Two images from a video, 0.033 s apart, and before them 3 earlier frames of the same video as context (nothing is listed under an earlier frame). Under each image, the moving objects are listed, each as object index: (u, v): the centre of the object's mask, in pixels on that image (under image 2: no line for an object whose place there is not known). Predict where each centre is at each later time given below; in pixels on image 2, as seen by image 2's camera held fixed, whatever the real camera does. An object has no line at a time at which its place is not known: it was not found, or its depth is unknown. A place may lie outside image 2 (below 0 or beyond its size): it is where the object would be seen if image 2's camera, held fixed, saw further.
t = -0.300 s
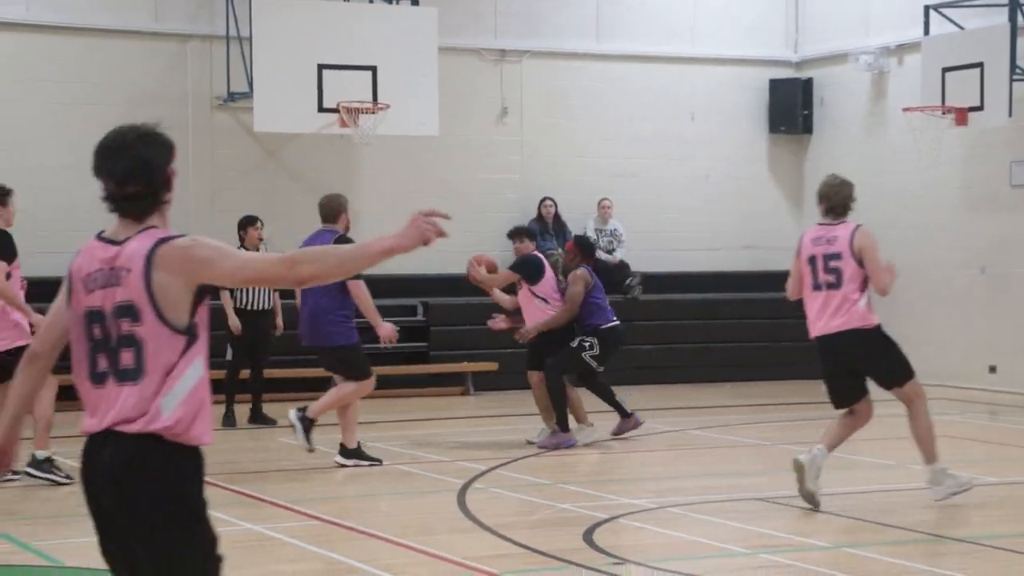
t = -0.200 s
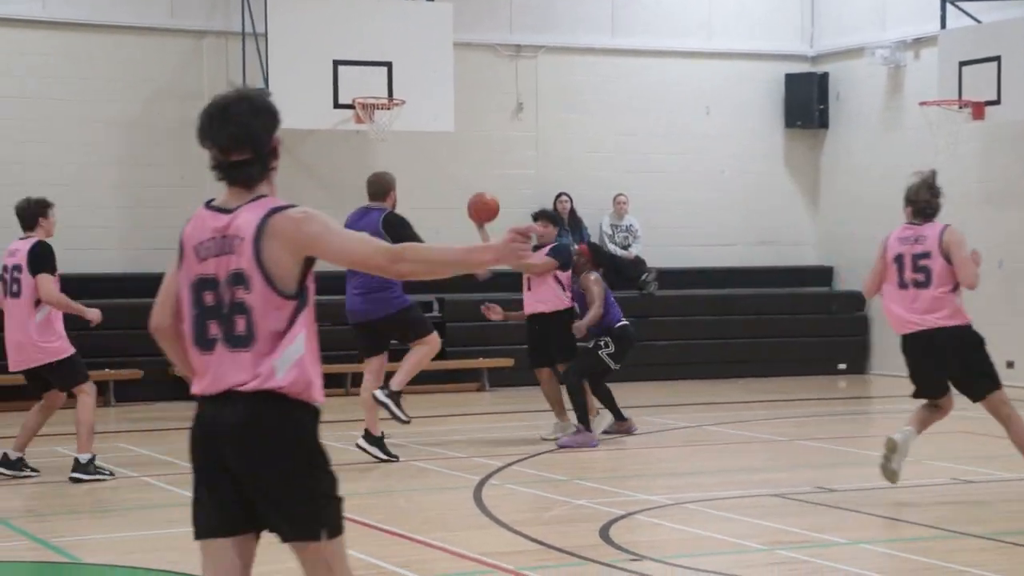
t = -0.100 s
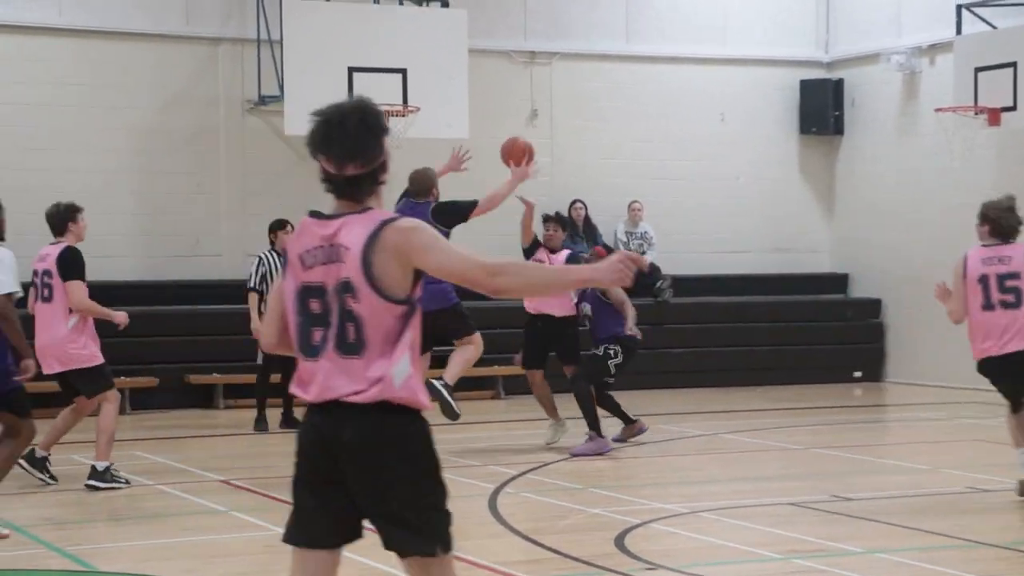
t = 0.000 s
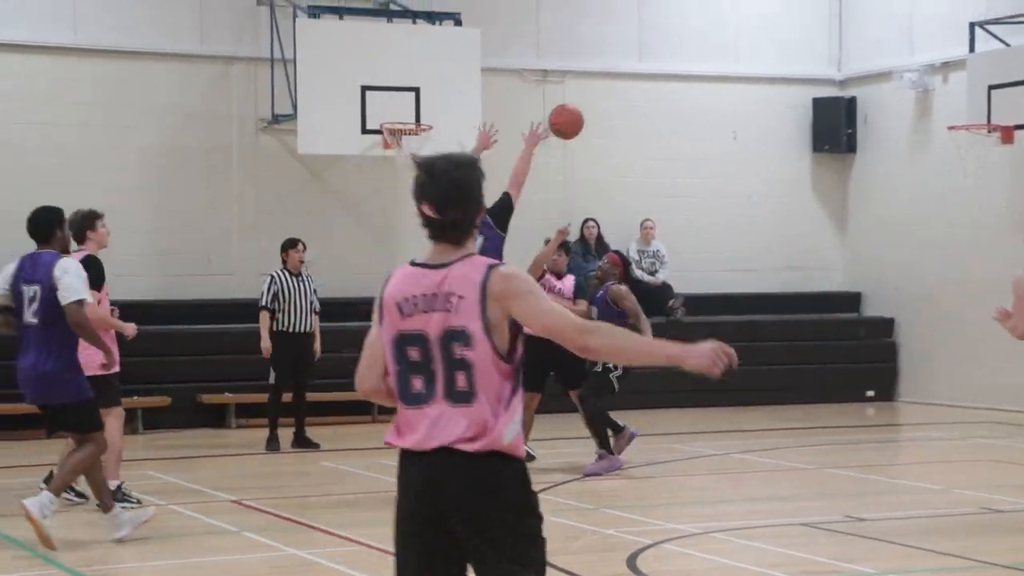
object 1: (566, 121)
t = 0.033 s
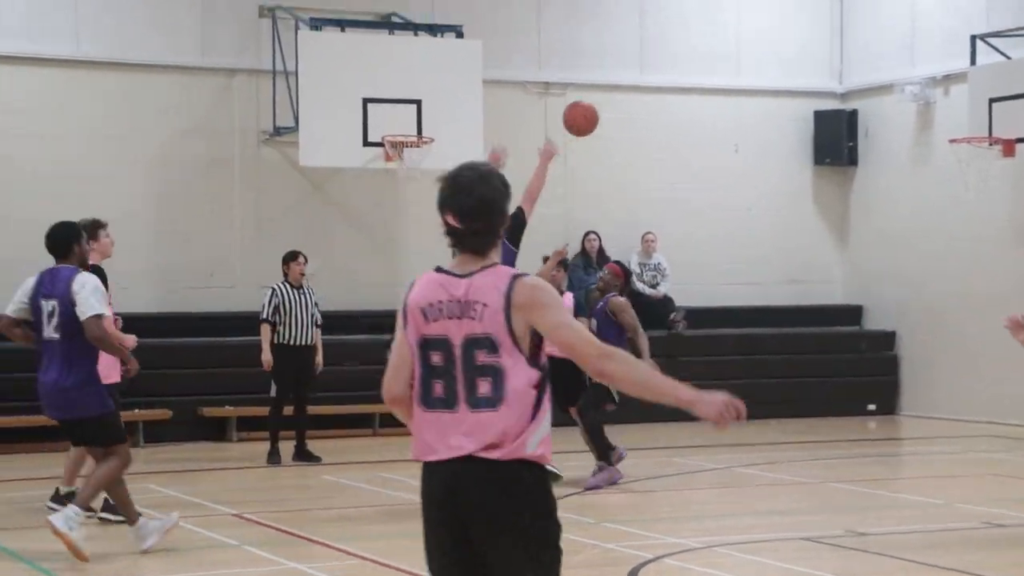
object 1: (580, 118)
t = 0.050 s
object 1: (585, 109)
